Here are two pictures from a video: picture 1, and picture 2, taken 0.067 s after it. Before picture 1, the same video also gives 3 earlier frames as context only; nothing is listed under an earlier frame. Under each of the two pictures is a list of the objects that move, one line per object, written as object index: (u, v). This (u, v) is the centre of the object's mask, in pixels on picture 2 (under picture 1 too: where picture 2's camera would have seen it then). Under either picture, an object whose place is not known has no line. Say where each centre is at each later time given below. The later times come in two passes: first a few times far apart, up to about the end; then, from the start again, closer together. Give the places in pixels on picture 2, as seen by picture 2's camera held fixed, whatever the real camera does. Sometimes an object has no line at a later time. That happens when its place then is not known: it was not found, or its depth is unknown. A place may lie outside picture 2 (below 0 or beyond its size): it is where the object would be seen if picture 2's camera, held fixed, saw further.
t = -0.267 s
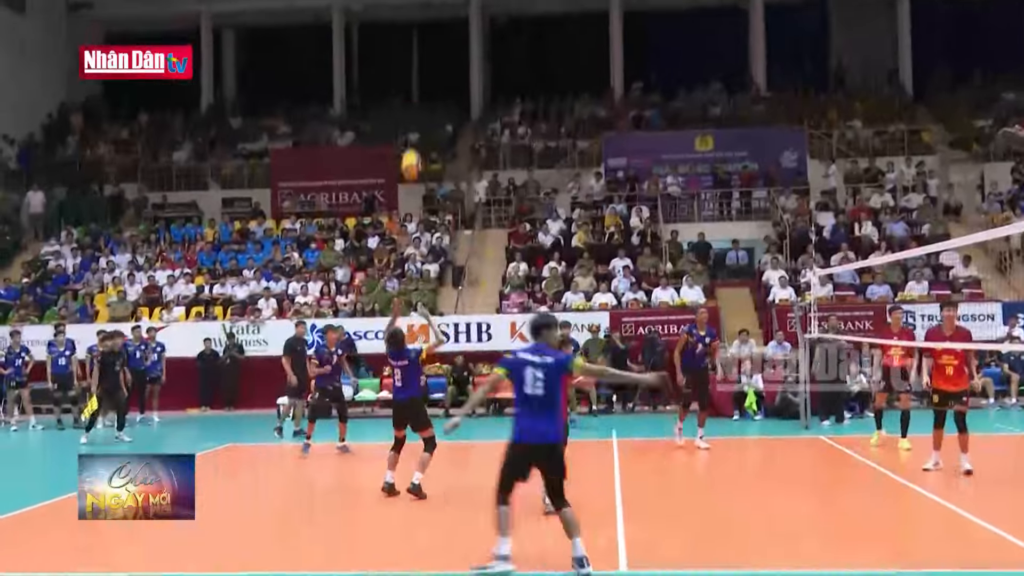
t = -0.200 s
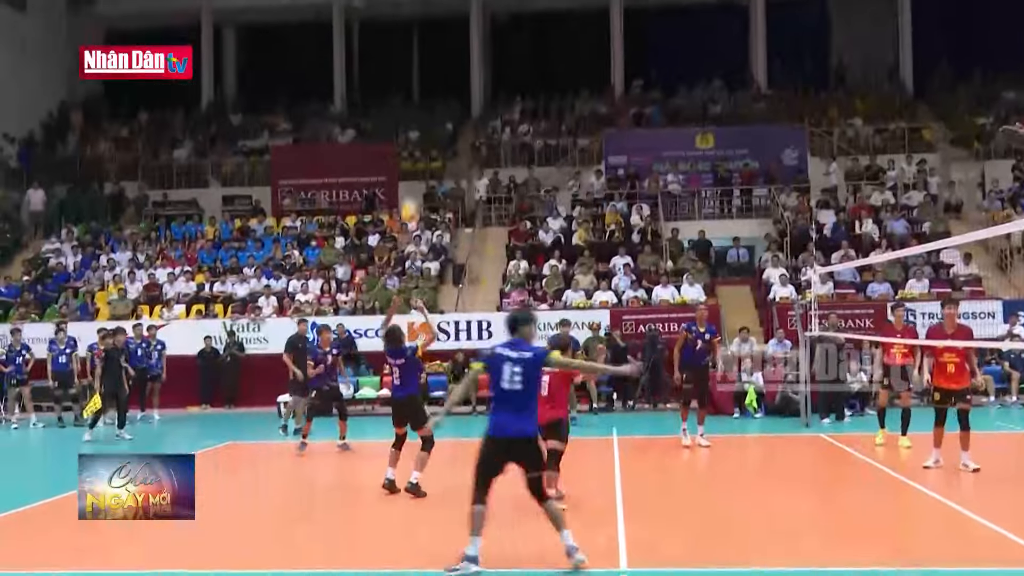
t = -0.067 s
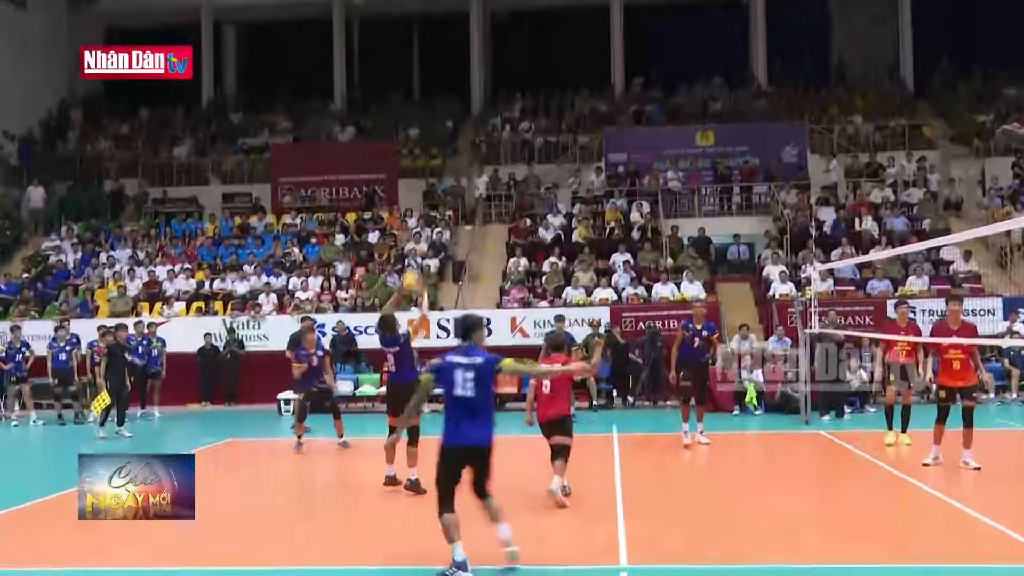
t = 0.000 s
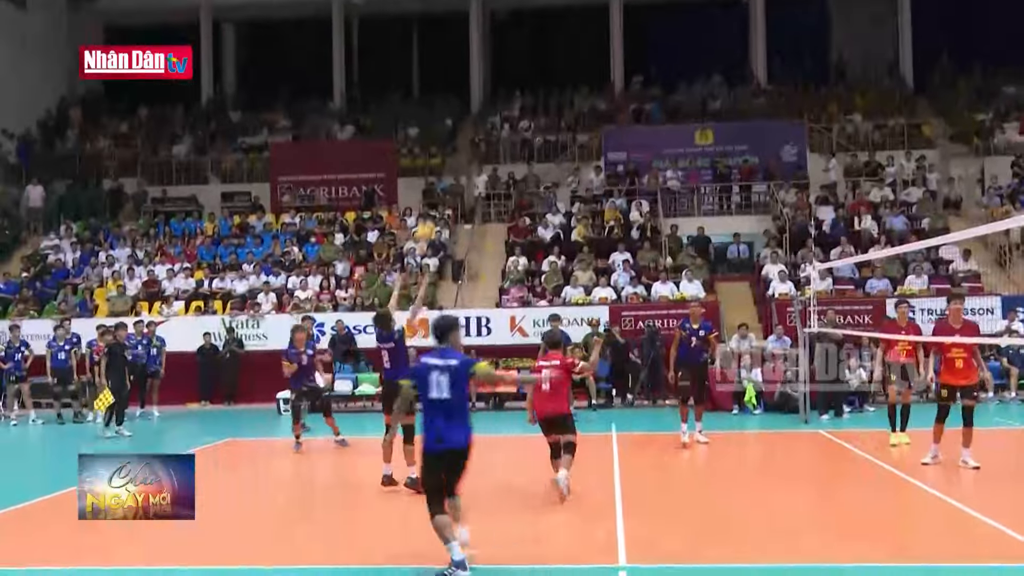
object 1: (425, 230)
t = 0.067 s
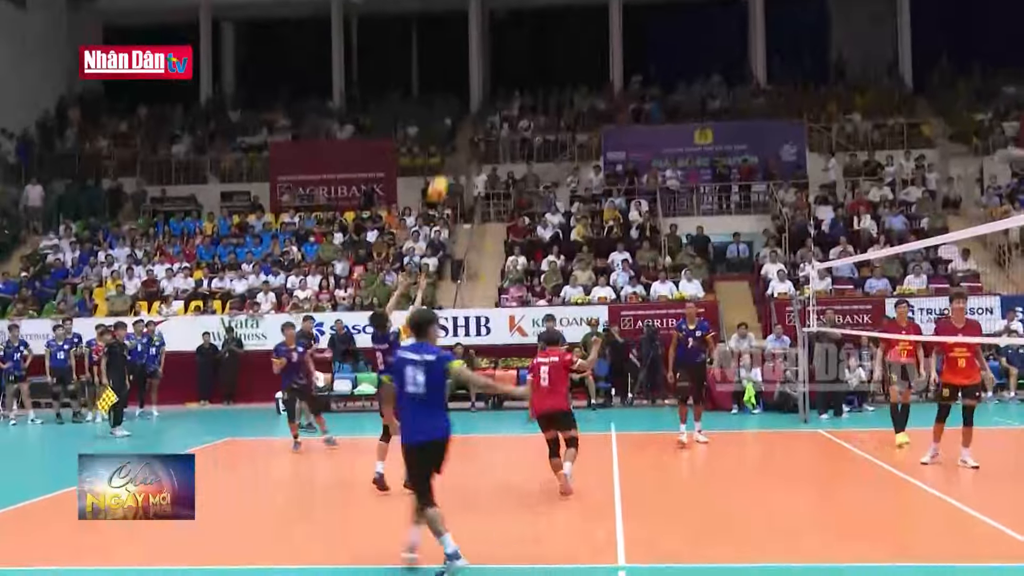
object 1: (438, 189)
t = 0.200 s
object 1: (464, 120)
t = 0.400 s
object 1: (499, 52)
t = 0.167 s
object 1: (457, 136)
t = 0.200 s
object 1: (464, 120)
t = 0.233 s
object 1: (470, 106)
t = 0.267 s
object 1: (476, 92)
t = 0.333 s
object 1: (488, 69)
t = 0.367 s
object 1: (493, 60)
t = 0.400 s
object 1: (499, 52)
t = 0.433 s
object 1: (504, 44)
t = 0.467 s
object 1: (509, 39)
